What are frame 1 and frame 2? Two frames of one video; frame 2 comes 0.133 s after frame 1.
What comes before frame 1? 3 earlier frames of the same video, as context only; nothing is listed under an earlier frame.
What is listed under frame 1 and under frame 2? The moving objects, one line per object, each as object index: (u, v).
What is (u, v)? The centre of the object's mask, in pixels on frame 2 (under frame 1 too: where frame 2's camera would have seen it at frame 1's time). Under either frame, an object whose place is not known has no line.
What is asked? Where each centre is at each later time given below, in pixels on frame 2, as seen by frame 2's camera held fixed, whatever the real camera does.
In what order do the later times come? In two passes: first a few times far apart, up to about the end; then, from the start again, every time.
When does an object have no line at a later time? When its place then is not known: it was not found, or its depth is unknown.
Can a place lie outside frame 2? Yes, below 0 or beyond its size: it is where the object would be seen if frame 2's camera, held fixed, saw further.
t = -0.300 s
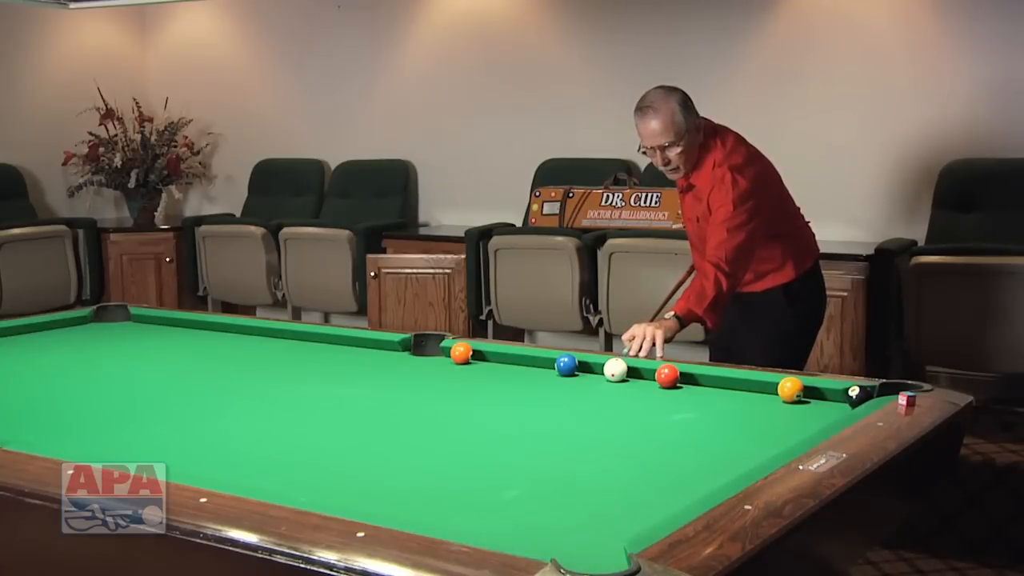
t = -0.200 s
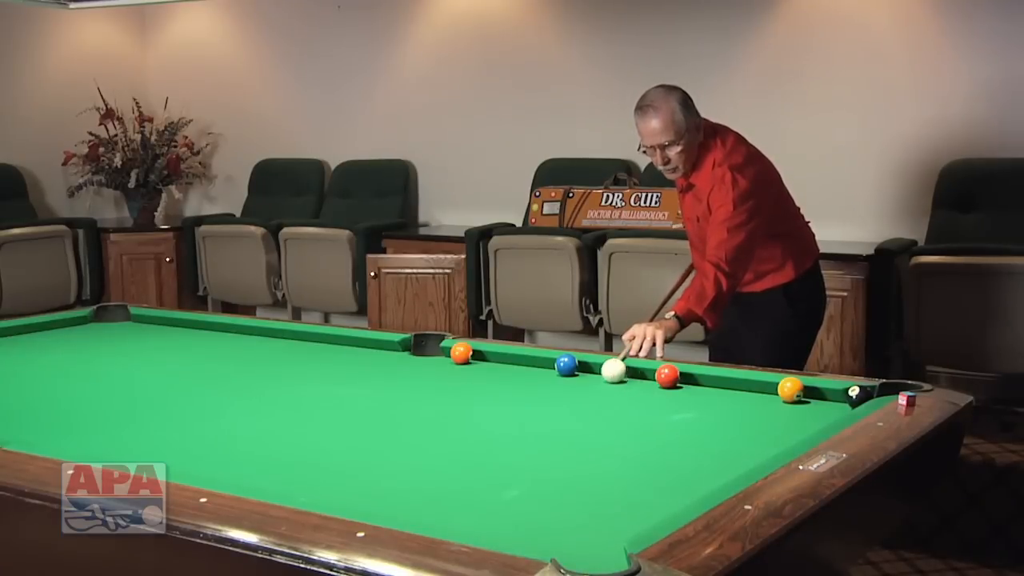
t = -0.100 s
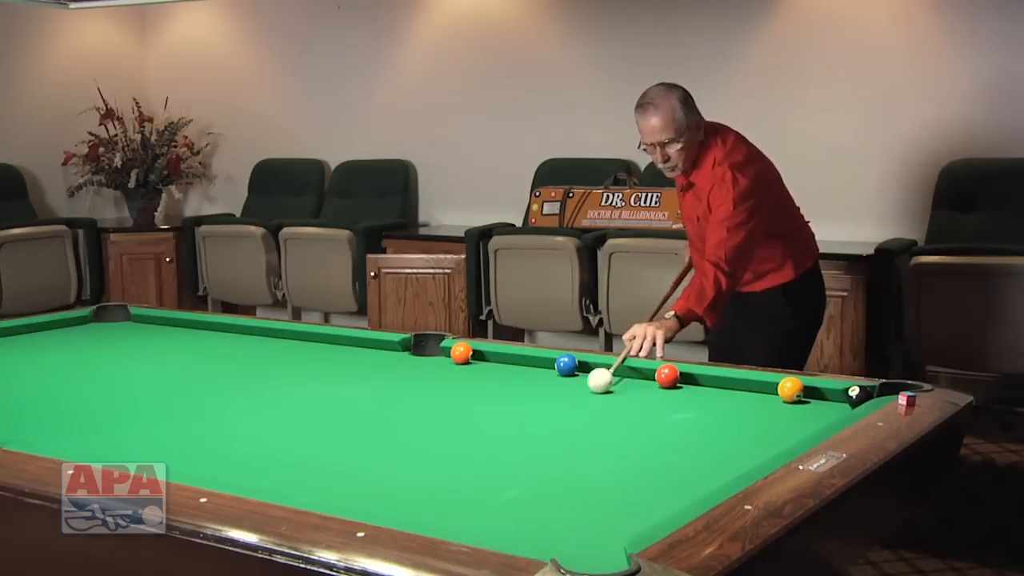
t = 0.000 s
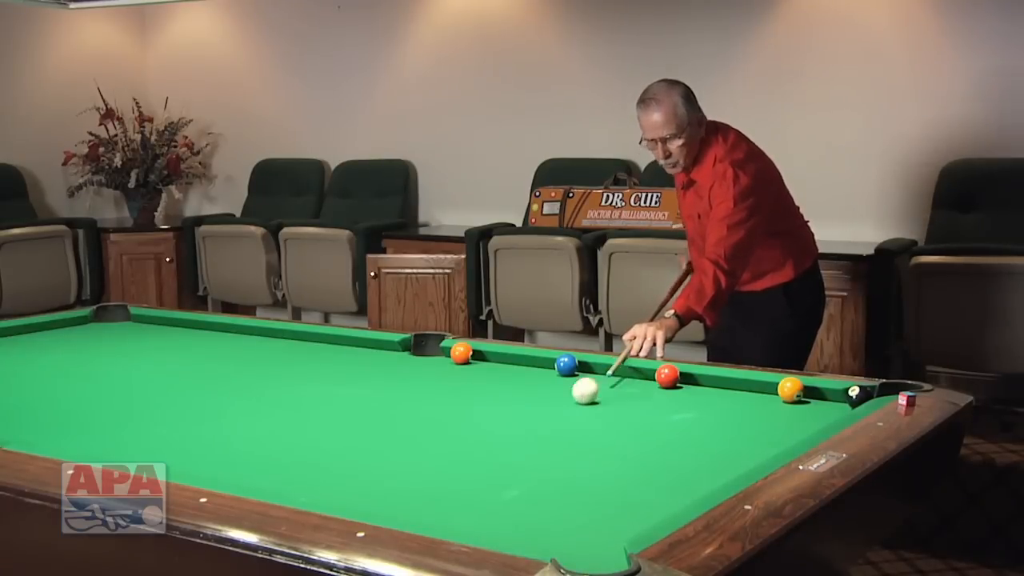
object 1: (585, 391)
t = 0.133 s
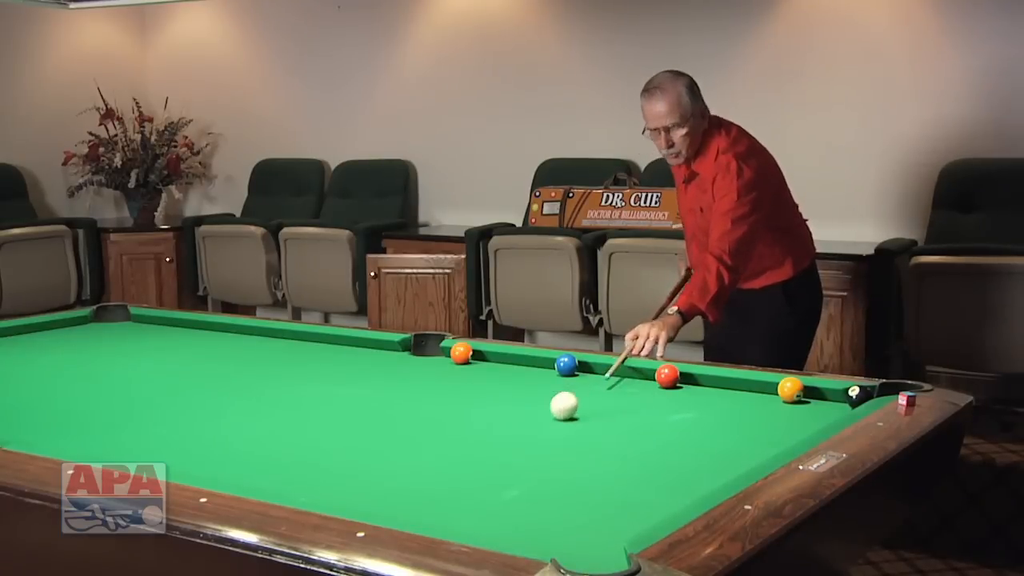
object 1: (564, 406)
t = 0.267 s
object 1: (540, 422)
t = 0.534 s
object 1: (485, 462)
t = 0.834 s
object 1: (408, 512)
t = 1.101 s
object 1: (497, 495)
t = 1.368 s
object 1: (577, 474)
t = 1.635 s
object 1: (646, 455)
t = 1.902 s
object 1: (706, 439)
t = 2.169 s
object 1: (760, 425)
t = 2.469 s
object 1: (814, 412)
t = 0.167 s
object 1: (558, 410)
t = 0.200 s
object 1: (553, 414)
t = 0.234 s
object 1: (547, 418)
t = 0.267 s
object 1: (540, 422)
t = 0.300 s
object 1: (534, 427)
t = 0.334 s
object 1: (528, 431)
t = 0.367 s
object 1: (521, 436)
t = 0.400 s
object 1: (514, 441)
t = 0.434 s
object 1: (507, 446)
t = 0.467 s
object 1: (500, 451)
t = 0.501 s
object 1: (493, 457)
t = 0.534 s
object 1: (485, 462)
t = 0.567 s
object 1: (478, 468)
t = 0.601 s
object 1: (470, 474)
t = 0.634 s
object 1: (461, 480)
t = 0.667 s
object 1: (453, 486)
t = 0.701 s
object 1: (444, 492)
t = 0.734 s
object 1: (435, 499)
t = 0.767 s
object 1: (426, 505)
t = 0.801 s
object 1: (417, 509)
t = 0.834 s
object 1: (408, 512)
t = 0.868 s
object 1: (415, 512)
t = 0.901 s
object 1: (428, 511)
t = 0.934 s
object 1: (441, 510)
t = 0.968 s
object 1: (453, 507)
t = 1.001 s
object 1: (464, 504)
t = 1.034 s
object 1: (475, 501)
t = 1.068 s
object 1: (486, 498)
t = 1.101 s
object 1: (497, 495)
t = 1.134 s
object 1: (508, 492)
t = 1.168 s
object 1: (518, 489)
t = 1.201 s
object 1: (528, 486)
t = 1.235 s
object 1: (538, 484)
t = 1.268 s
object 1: (548, 481)
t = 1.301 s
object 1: (558, 478)
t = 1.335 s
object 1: (567, 476)
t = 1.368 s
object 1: (577, 474)
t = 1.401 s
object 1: (586, 471)
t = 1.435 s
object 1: (595, 469)
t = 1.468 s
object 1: (604, 466)
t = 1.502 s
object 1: (612, 464)
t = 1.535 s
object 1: (621, 462)
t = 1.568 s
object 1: (630, 460)
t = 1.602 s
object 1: (638, 458)
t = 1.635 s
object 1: (646, 455)
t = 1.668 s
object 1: (654, 453)
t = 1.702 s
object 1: (662, 451)
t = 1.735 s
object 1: (670, 449)
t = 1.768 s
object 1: (677, 447)
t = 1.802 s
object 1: (684, 445)
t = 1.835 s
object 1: (692, 443)
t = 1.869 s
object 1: (699, 441)
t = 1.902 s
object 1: (706, 439)
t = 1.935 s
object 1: (713, 438)
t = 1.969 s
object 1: (720, 436)
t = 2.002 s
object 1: (727, 434)
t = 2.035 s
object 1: (734, 432)
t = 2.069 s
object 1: (740, 430)
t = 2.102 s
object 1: (747, 429)
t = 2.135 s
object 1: (753, 427)
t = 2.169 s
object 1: (760, 425)
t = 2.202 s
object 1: (766, 424)
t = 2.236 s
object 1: (772, 422)
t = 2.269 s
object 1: (778, 421)
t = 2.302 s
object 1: (785, 419)
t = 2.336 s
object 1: (790, 418)
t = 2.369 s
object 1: (796, 416)
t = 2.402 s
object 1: (802, 414)
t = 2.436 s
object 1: (808, 413)
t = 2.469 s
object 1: (814, 412)
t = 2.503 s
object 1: (819, 410)
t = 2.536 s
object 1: (824, 409)
